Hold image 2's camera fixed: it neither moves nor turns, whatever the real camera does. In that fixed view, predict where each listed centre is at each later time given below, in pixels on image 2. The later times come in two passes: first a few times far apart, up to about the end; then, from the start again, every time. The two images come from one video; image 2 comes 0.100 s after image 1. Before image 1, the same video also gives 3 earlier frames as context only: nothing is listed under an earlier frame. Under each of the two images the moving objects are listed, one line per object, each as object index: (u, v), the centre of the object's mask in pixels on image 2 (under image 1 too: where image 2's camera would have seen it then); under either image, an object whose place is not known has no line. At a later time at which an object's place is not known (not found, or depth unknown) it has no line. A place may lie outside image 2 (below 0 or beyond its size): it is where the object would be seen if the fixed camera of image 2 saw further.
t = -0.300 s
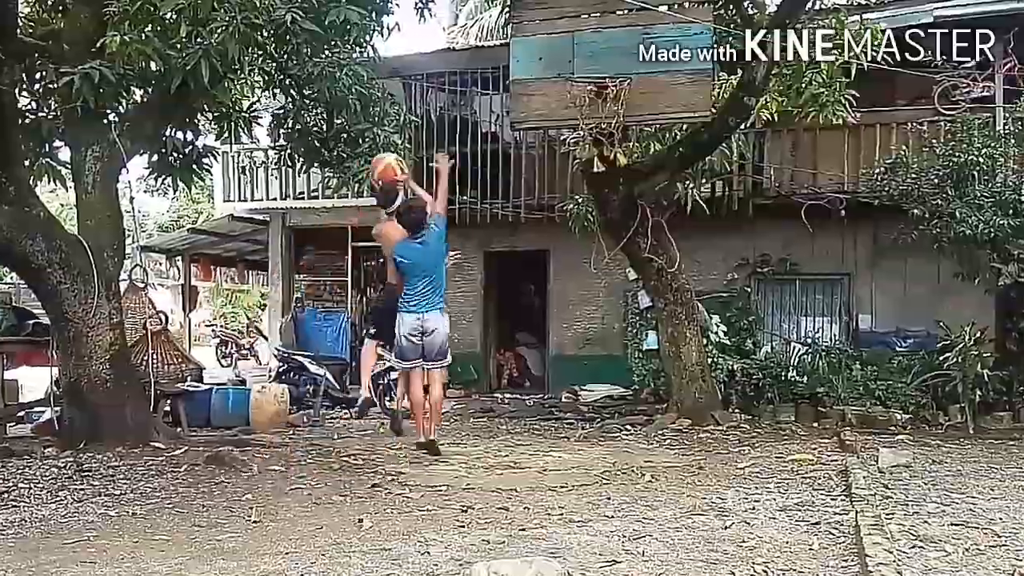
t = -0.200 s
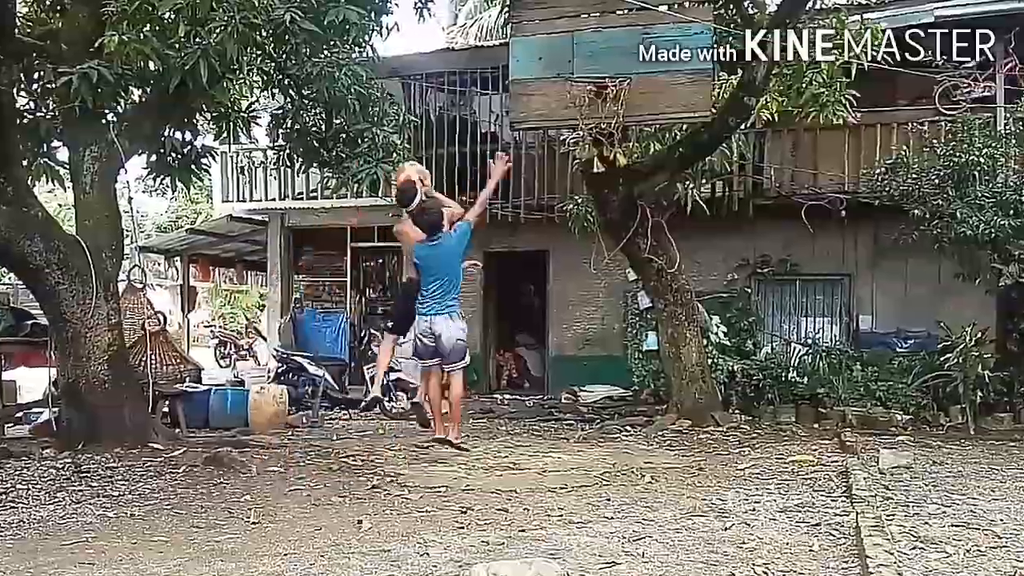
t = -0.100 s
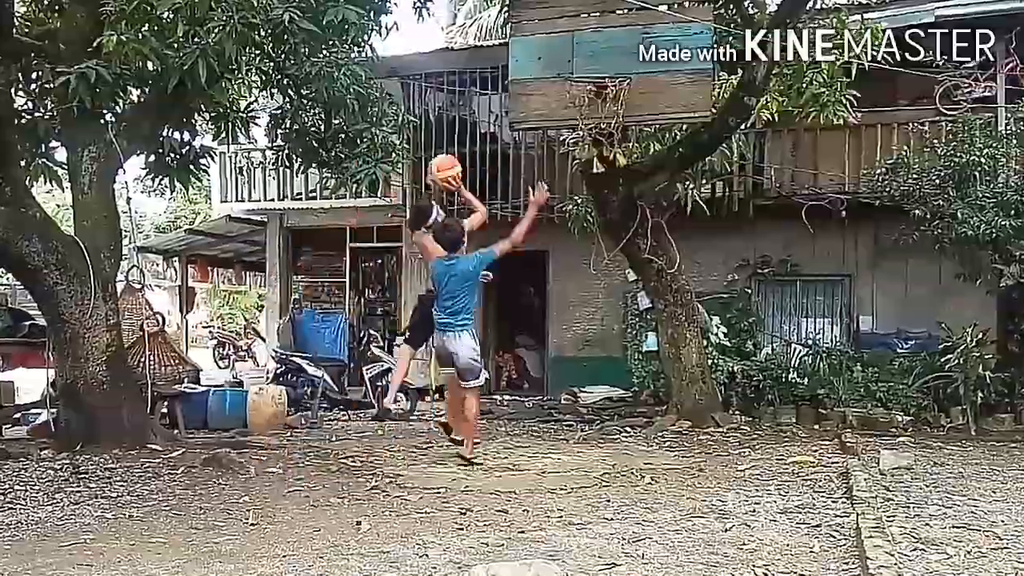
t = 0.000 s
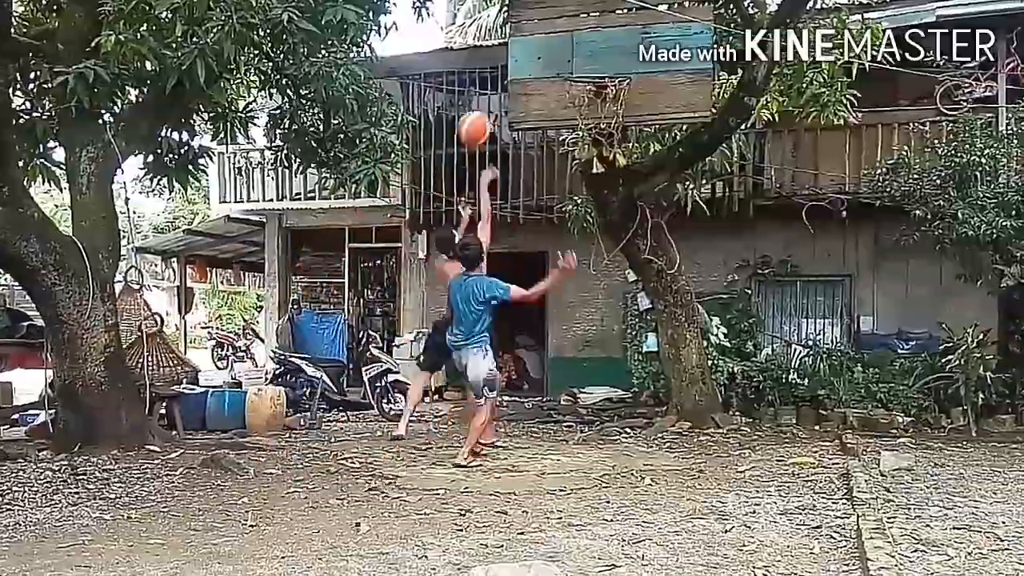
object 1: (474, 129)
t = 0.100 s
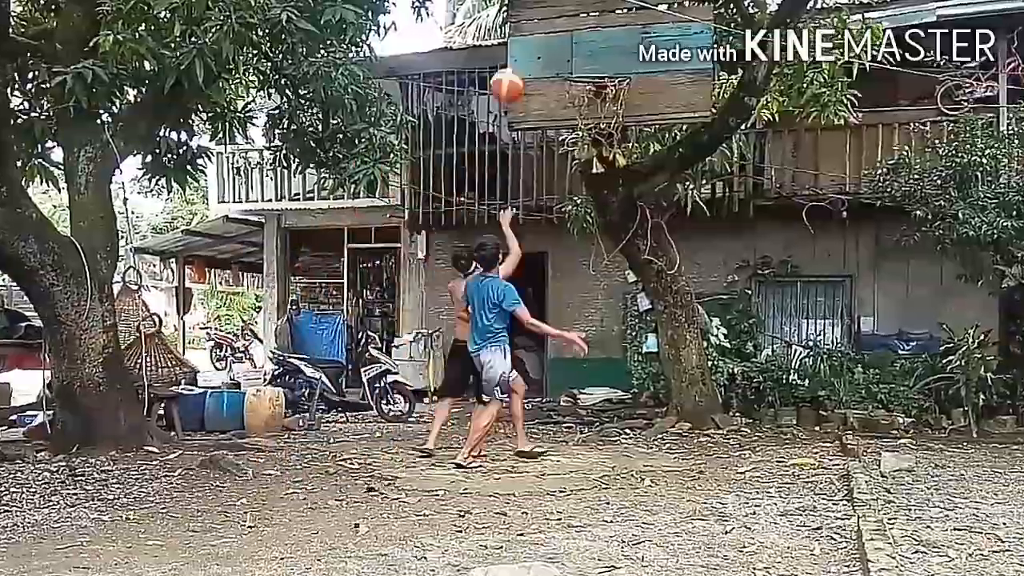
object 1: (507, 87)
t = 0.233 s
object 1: (550, 52)
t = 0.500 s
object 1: (583, 69)
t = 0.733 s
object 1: (621, 120)
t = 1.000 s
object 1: (614, 194)
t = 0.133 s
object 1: (517, 75)
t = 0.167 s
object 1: (529, 65)
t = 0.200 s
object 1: (539, 57)
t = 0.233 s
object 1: (550, 52)
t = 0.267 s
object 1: (559, 47)
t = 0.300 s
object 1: (562, 46)
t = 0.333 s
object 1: (565, 46)
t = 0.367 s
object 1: (568, 48)
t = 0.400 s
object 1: (573, 51)
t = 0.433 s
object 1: (576, 55)
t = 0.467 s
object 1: (580, 61)
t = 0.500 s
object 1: (583, 69)
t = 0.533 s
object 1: (591, 75)
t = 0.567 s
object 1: (597, 81)
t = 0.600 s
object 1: (603, 88)
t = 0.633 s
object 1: (610, 97)
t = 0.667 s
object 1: (616, 106)
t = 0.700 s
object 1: (620, 112)
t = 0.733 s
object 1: (621, 120)
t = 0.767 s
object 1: (622, 125)
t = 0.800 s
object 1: (621, 132)
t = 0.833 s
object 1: (619, 139)
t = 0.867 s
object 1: (620, 147)
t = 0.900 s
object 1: (619, 156)
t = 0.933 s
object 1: (617, 167)
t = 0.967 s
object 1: (616, 181)
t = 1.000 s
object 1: (614, 194)
